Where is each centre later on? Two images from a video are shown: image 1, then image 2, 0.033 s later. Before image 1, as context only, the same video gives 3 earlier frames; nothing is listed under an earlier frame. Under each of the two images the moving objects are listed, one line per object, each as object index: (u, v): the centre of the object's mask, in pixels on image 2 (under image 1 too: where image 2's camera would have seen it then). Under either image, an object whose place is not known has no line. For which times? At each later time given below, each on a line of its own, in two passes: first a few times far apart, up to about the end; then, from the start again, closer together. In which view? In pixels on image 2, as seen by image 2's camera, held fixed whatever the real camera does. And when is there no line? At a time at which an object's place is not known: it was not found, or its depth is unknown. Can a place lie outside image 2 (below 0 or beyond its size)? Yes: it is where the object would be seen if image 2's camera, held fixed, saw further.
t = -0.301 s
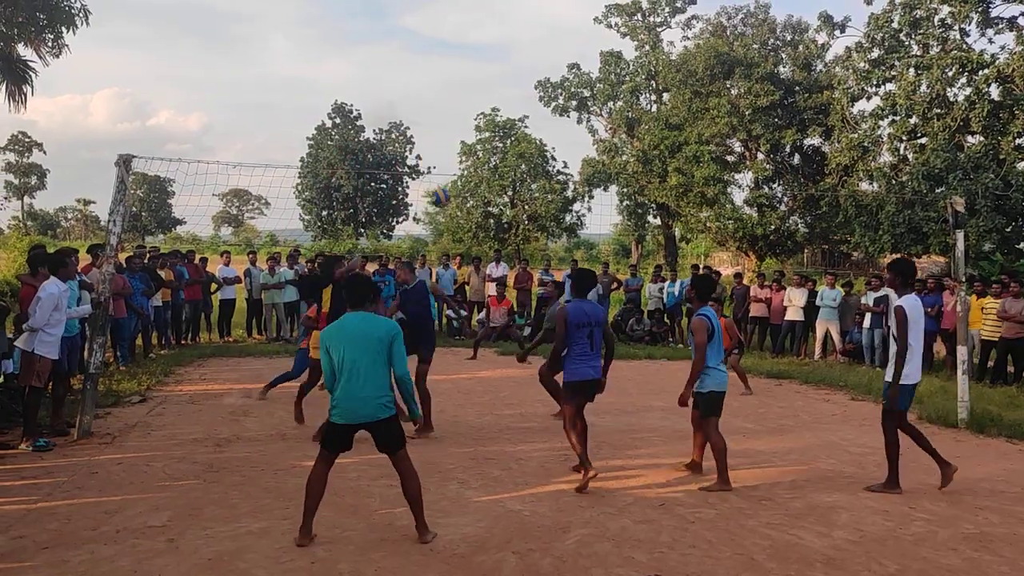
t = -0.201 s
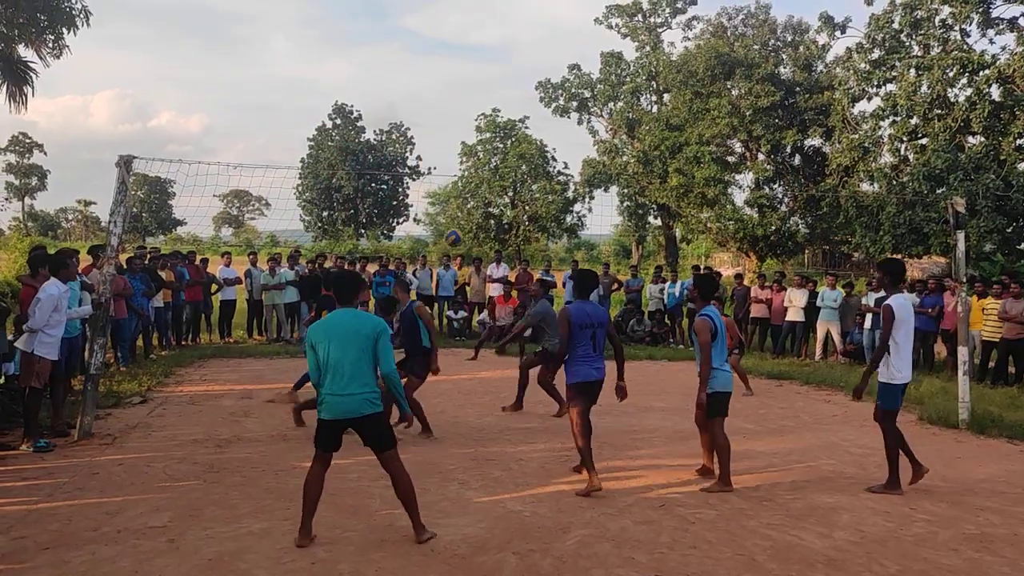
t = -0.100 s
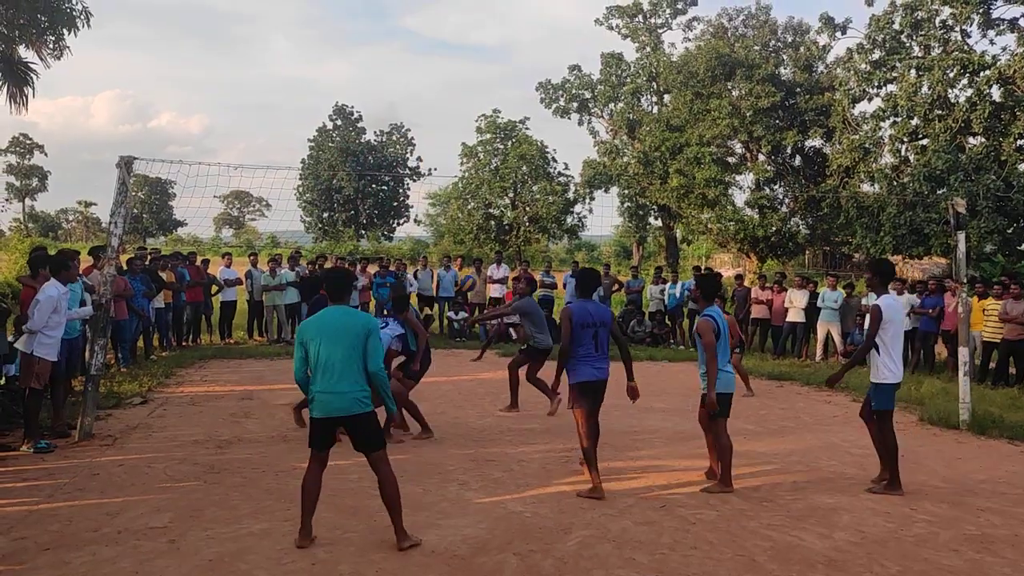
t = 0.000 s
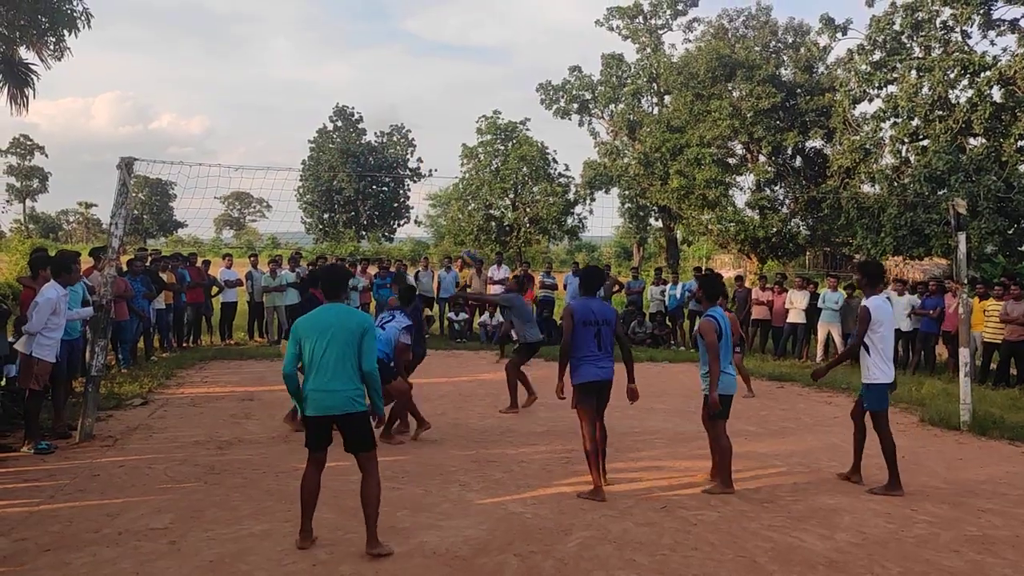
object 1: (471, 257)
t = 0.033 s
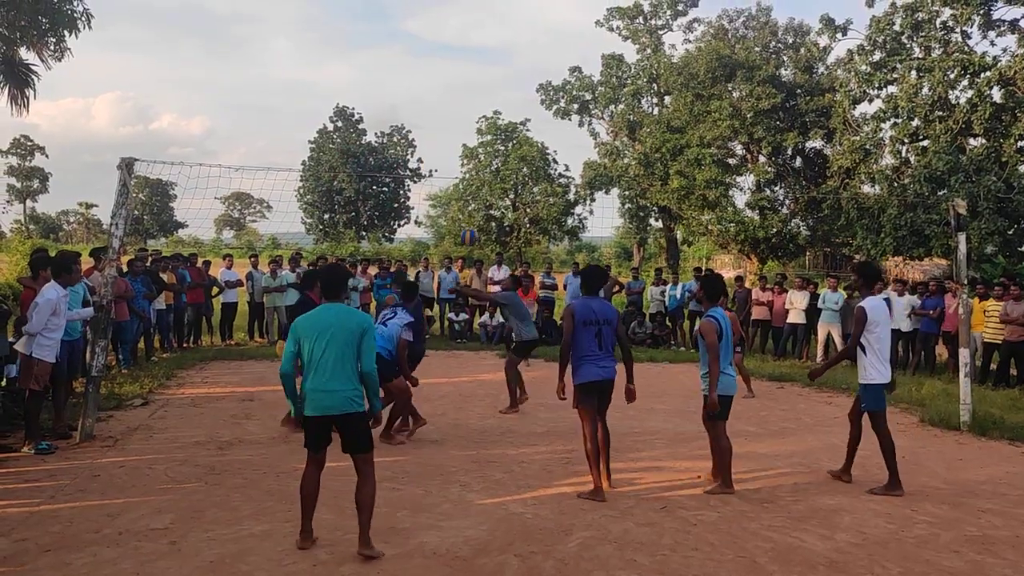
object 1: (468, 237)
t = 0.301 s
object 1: (463, 109)
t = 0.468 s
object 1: (460, 62)
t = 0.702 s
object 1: (455, 37)
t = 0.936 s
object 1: (450, 57)
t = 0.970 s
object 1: (450, 63)
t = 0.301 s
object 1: (463, 109)
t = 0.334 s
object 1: (462, 98)
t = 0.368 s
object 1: (462, 87)
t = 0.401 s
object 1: (461, 78)
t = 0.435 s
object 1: (460, 69)
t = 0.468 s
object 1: (460, 62)
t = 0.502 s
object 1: (459, 56)
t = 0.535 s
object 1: (459, 50)
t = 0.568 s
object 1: (458, 46)
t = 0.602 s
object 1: (457, 42)
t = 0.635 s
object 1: (456, 39)
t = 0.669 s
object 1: (456, 38)
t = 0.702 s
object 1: (455, 37)
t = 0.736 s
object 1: (455, 37)
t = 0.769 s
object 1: (454, 38)
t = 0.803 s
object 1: (453, 40)
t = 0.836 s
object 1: (453, 43)
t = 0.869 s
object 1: (452, 47)
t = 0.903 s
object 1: (451, 52)
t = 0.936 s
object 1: (450, 57)
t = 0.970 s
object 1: (450, 63)
